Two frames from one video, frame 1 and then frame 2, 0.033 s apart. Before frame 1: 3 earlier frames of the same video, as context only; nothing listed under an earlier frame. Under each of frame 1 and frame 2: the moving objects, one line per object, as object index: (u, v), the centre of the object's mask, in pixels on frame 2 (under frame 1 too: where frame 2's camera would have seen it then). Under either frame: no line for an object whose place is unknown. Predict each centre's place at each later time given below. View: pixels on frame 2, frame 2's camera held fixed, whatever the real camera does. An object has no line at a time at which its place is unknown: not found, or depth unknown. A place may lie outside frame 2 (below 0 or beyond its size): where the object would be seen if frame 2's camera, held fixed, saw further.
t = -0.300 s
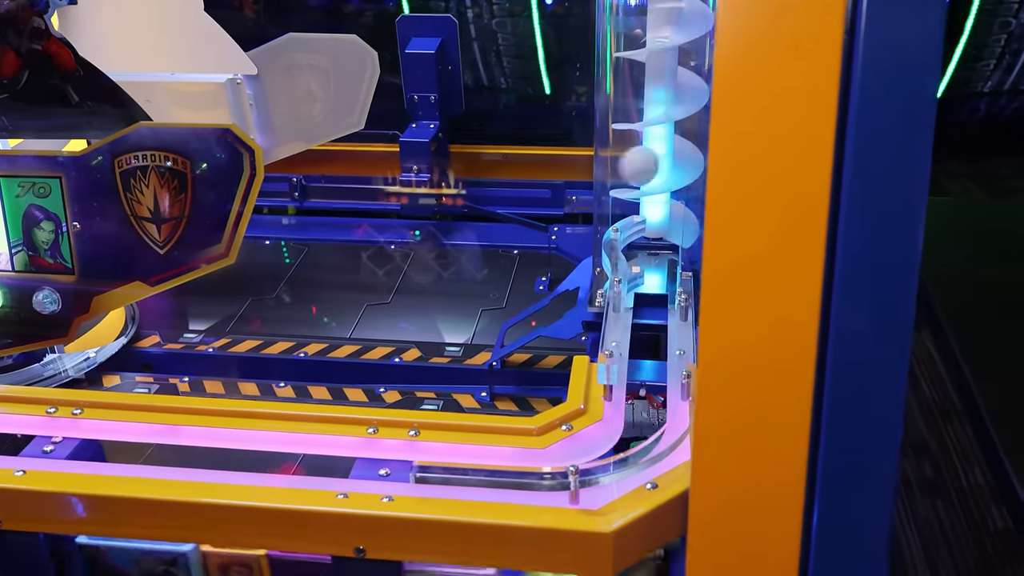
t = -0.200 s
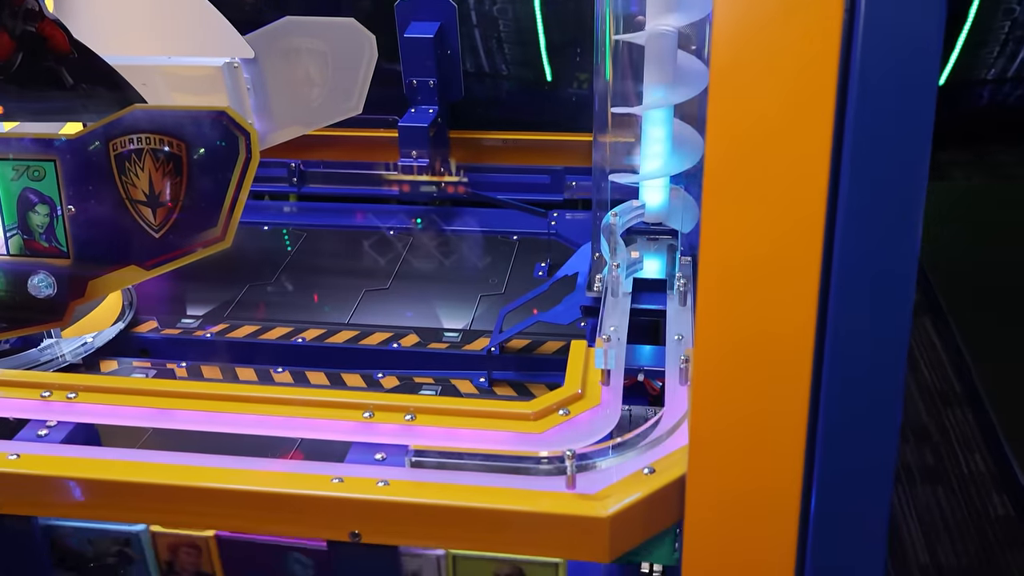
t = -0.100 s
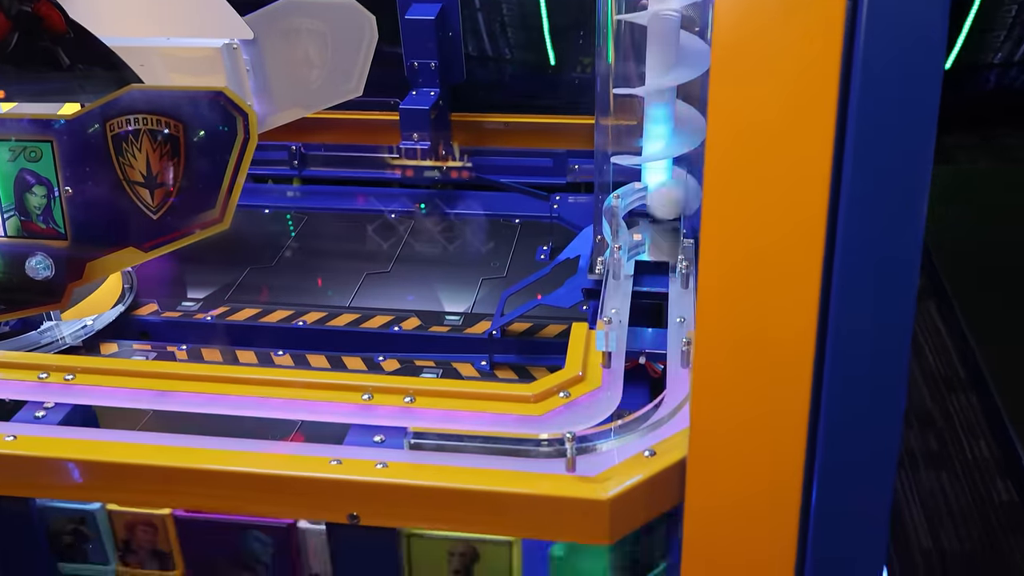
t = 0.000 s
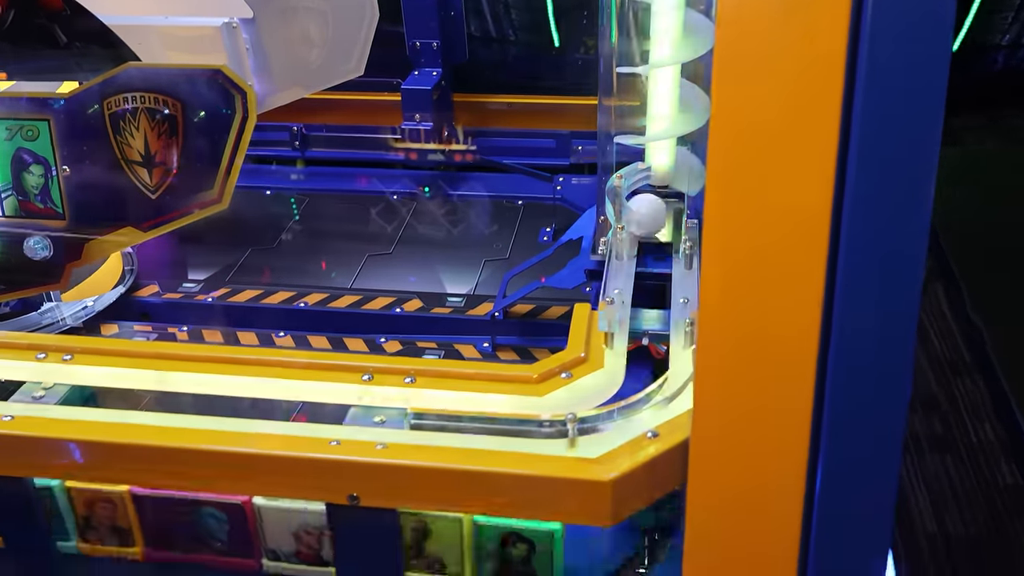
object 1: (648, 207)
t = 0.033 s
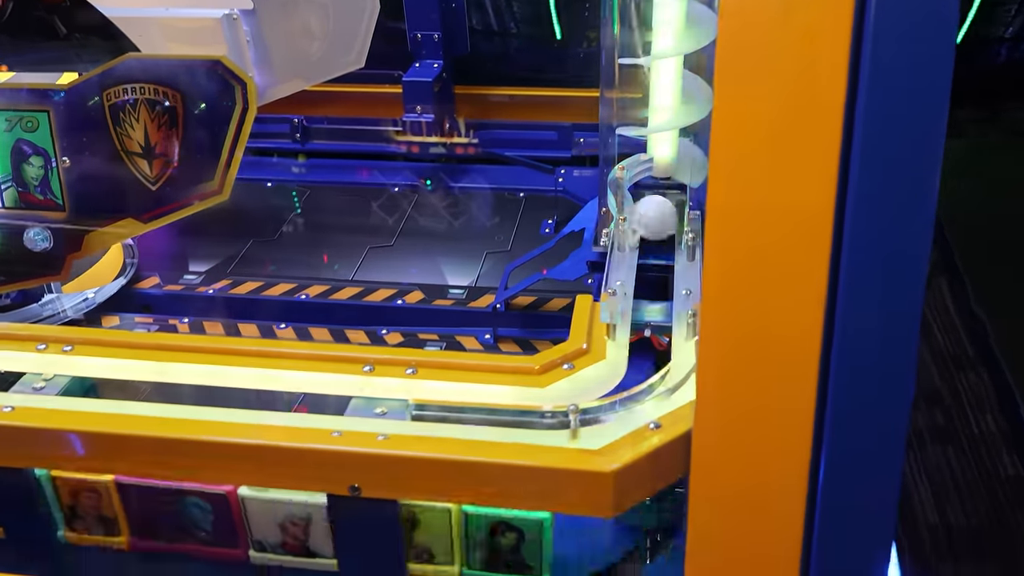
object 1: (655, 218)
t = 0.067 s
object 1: (657, 235)
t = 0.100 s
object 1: (656, 249)
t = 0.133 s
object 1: (655, 260)
